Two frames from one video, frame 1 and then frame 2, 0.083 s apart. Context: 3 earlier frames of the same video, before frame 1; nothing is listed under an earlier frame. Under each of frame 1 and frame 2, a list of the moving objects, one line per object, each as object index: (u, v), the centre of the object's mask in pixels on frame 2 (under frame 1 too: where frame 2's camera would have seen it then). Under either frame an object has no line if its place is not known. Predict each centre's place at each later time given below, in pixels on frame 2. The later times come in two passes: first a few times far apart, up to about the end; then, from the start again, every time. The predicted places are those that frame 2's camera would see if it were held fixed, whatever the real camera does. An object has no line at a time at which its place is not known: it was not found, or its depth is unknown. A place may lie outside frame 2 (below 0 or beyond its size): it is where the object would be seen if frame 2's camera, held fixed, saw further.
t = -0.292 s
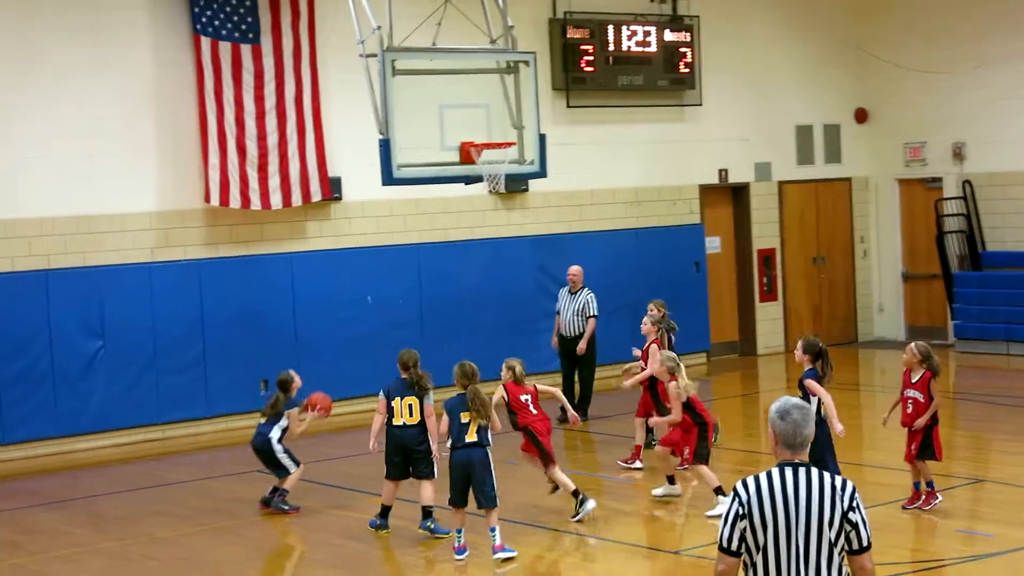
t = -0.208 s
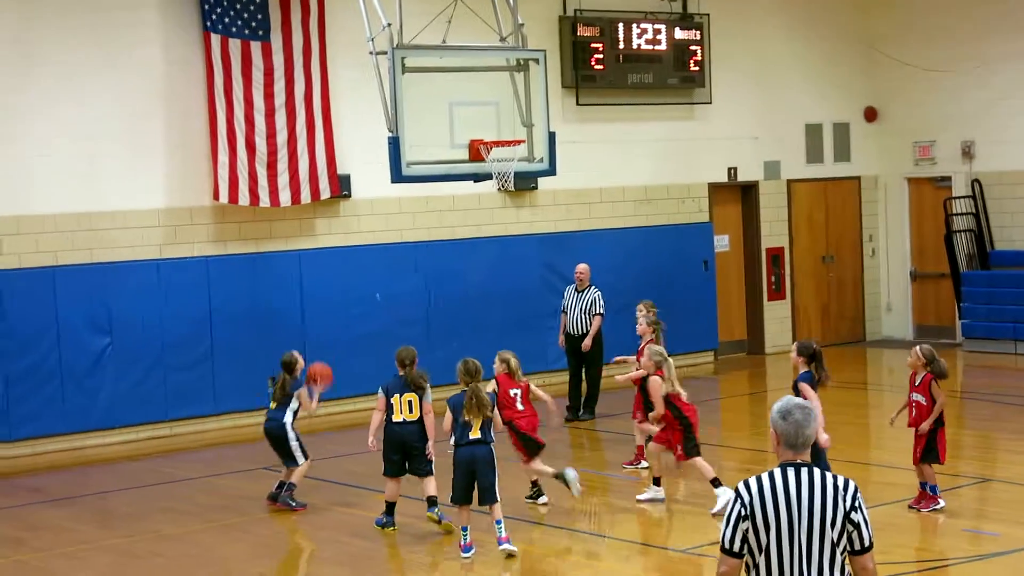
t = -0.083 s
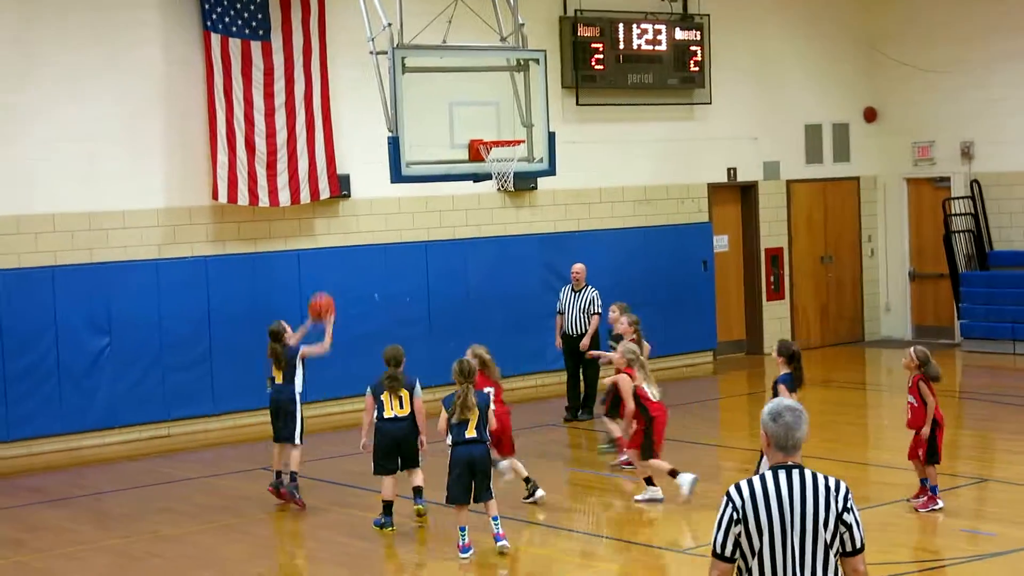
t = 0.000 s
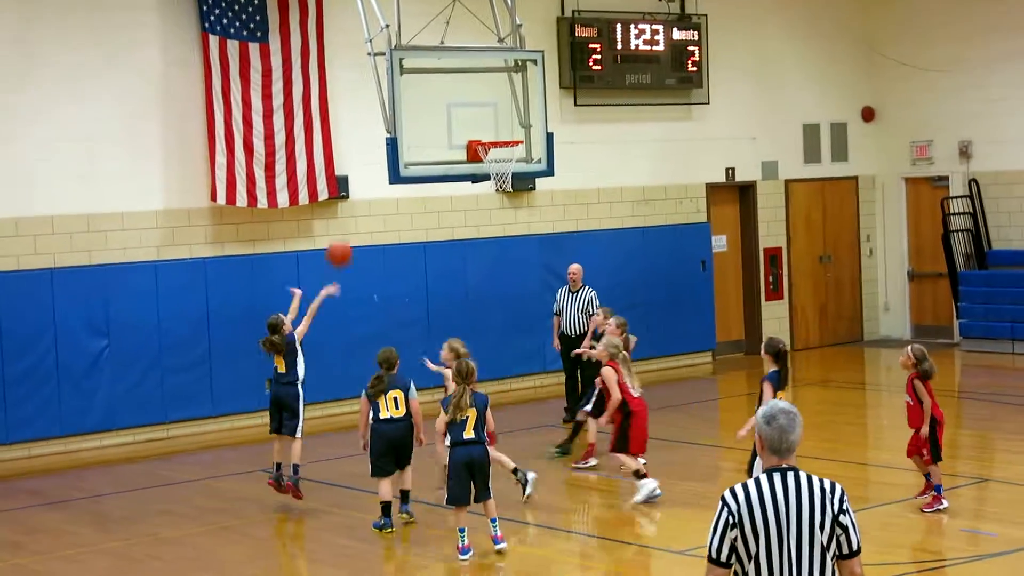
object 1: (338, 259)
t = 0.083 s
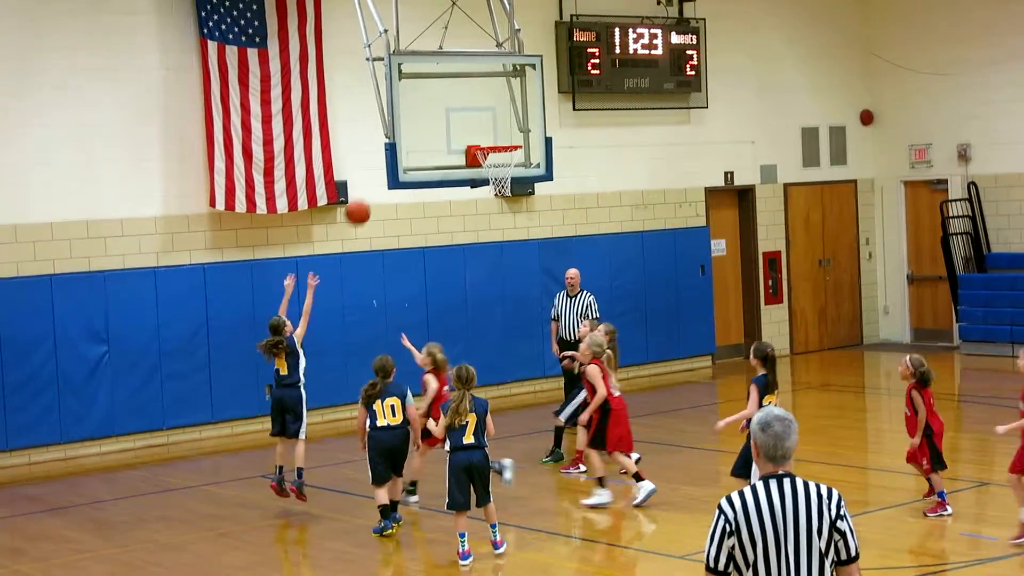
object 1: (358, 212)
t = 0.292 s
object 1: (404, 132)
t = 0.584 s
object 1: (468, 103)
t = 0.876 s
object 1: (530, 151)
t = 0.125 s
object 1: (366, 192)
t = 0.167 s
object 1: (376, 174)
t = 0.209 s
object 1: (385, 158)
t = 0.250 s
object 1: (395, 144)
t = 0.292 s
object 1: (404, 132)
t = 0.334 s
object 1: (413, 122)
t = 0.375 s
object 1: (423, 115)
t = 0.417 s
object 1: (431, 109)
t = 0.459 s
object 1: (441, 105)
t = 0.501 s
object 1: (450, 102)
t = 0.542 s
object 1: (459, 102)
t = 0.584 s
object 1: (468, 103)
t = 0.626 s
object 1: (477, 106)
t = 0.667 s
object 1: (486, 111)
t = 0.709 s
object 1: (495, 117)
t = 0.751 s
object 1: (503, 125)
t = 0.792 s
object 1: (512, 133)
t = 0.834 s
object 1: (522, 140)
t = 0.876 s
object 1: (530, 151)
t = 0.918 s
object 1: (540, 163)
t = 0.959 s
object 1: (548, 175)
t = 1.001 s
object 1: (554, 191)
